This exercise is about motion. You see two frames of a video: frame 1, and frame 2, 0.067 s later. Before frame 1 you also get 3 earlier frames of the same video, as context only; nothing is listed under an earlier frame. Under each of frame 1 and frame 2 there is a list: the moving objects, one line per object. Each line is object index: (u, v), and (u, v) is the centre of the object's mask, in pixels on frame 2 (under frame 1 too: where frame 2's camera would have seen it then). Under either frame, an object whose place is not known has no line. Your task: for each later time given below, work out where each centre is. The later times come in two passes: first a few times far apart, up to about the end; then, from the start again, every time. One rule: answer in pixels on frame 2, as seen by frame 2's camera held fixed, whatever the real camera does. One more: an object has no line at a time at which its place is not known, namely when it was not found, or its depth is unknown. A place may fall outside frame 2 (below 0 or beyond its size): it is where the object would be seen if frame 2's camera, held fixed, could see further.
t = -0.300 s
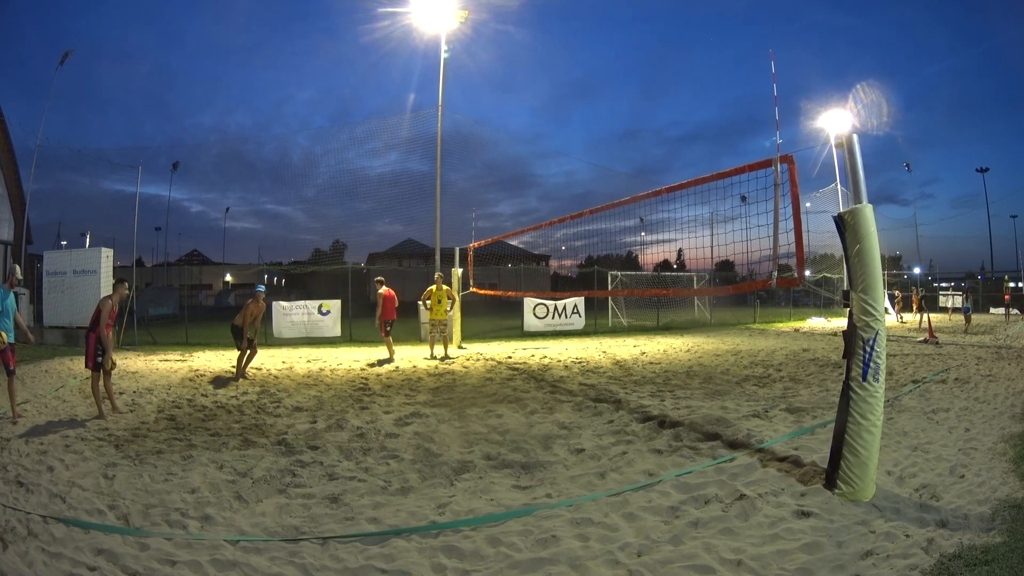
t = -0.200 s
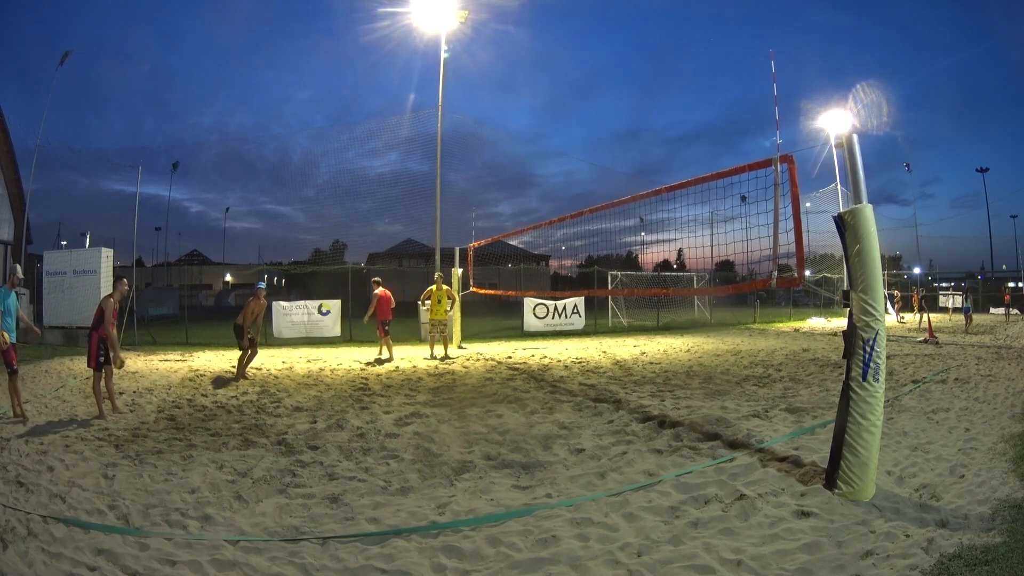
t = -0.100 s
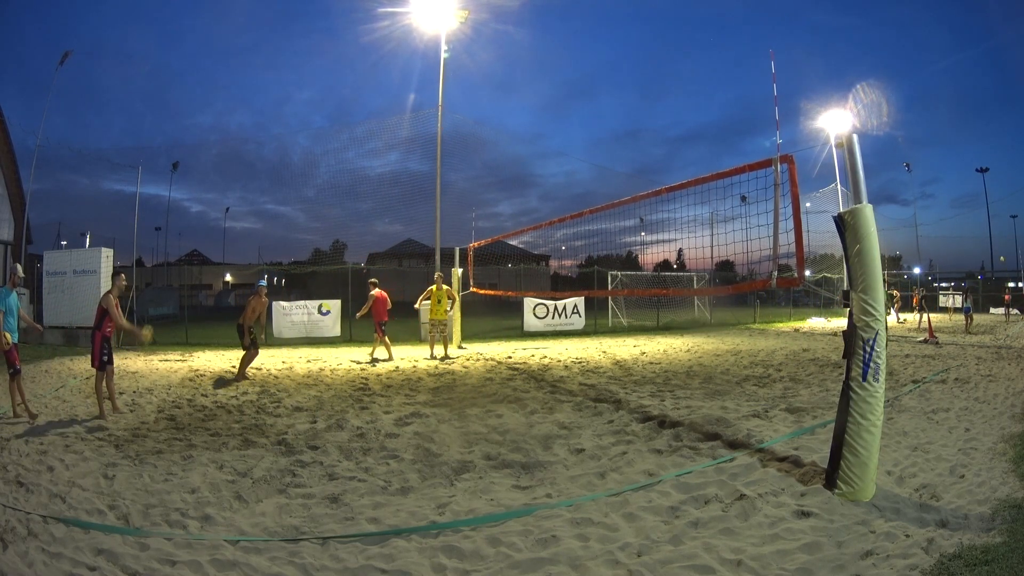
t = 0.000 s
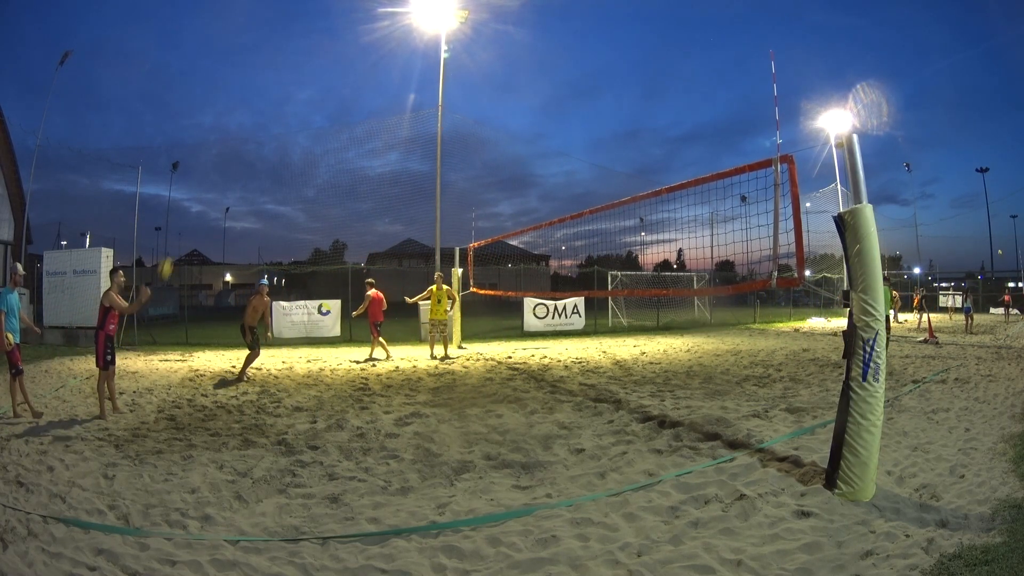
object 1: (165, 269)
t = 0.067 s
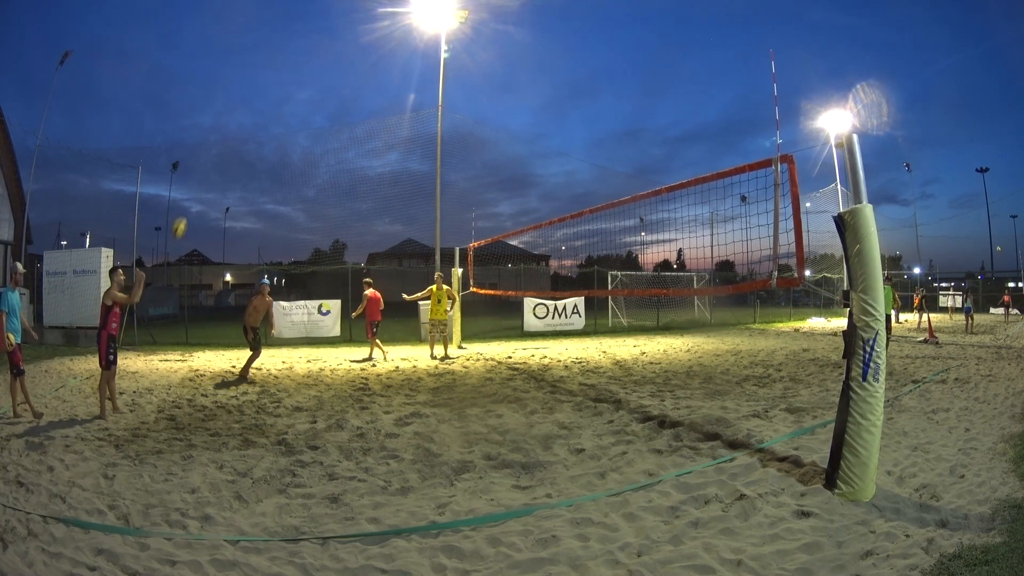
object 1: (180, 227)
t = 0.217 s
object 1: (213, 154)
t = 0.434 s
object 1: (257, 92)
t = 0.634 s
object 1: (291, 68)
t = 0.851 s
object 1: (320, 68)
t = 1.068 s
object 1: (344, 94)
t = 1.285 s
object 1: (366, 146)
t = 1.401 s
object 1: (377, 186)
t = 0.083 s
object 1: (183, 218)
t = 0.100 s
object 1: (187, 209)
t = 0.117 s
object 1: (190, 200)
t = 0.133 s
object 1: (194, 192)
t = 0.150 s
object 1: (198, 183)
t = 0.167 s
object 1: (202, 176)
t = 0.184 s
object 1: (205, 169)
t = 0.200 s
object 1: (209, 162)
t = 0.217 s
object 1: (213, 154)
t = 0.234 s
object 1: (216, 149)
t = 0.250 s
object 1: (220, 143)
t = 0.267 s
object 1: (224, 136)
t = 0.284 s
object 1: (227, 131)
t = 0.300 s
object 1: (231, 126)
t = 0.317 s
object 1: (234, 121)
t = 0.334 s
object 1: (238, 116)
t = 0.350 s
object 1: (241, 111)
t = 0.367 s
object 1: (244, 107)
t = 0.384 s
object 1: (247, 103)
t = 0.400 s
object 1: (250, 99)
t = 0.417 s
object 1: (254, 95)
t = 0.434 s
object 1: (257, 92)
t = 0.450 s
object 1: (260, 89)
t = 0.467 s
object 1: (263, 86)
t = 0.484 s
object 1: (266, 83)
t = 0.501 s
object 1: (269, 81)
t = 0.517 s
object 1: (272, 79)
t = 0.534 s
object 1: (274, 76)
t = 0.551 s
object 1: (277, 75)
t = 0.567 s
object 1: (280, 73)
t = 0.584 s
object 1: (283, 71)
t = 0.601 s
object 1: (286, 70)
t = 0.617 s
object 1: (288, 69)
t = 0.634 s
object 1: (291, 68)
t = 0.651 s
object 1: (293, 67)
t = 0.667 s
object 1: (296, 66)
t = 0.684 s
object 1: (298, 66)
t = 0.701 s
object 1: (301, 65)
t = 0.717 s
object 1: (303, 65)
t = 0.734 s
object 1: (305, 65)
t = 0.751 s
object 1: (307, 65)
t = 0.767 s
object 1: (309, 65)
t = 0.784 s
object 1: (312, 65)
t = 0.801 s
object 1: (314, 66)
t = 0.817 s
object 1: (316, 67)
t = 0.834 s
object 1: (318, 67)
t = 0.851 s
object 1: (320, 68)
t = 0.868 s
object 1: (322, 69)
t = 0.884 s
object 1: (324, 71)
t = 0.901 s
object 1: (326, 72)
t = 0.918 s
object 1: (328, 73)
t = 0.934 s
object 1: (330, 75)
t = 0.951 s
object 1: (332, 77)
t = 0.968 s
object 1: (334, 79)
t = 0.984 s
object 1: (335, 81)
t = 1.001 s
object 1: (337, 83)
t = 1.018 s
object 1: (339, 86)
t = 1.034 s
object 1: (341, 88)
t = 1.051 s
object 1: (342, 91)
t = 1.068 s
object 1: (344, 94)
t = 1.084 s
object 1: (346, 97)
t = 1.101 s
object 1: (348, 100)
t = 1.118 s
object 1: (349, 104)
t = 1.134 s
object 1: (351, 107)
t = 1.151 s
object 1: (353, 111)
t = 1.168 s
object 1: (354, 115)
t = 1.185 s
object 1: (356, 118)
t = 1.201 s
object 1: (358, 123)
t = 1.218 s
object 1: (359, 127)
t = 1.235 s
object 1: (361, 132)
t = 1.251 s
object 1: (362, 136)
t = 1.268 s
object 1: (364, 141)
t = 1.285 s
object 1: (366, 146)
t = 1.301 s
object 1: (368, 151)
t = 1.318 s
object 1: (369, 157)
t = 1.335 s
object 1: (371, 162)
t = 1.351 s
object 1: (373, 168)
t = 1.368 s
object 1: (374, 174)
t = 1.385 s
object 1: (376, 180)
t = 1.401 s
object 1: (377, 186)
